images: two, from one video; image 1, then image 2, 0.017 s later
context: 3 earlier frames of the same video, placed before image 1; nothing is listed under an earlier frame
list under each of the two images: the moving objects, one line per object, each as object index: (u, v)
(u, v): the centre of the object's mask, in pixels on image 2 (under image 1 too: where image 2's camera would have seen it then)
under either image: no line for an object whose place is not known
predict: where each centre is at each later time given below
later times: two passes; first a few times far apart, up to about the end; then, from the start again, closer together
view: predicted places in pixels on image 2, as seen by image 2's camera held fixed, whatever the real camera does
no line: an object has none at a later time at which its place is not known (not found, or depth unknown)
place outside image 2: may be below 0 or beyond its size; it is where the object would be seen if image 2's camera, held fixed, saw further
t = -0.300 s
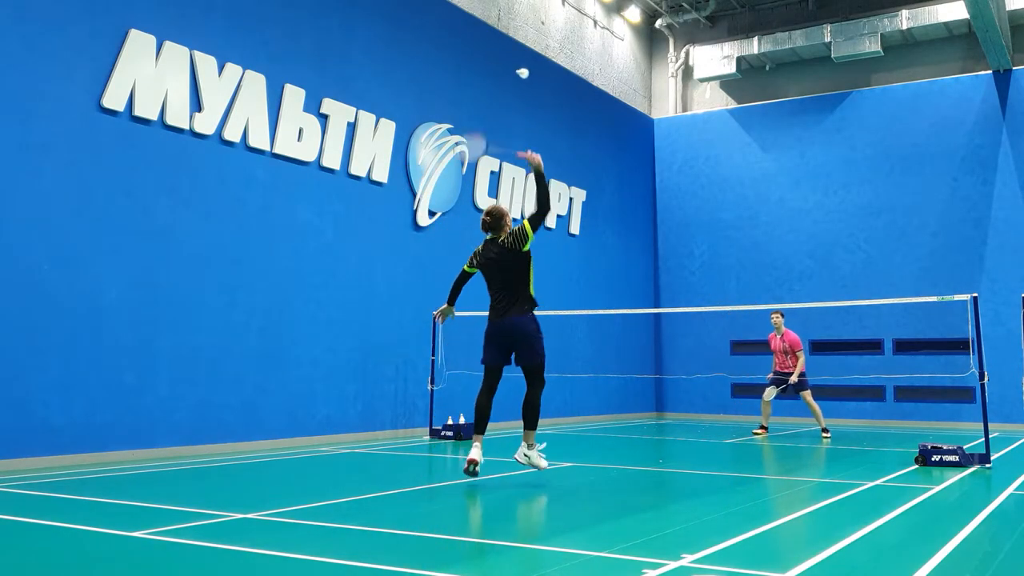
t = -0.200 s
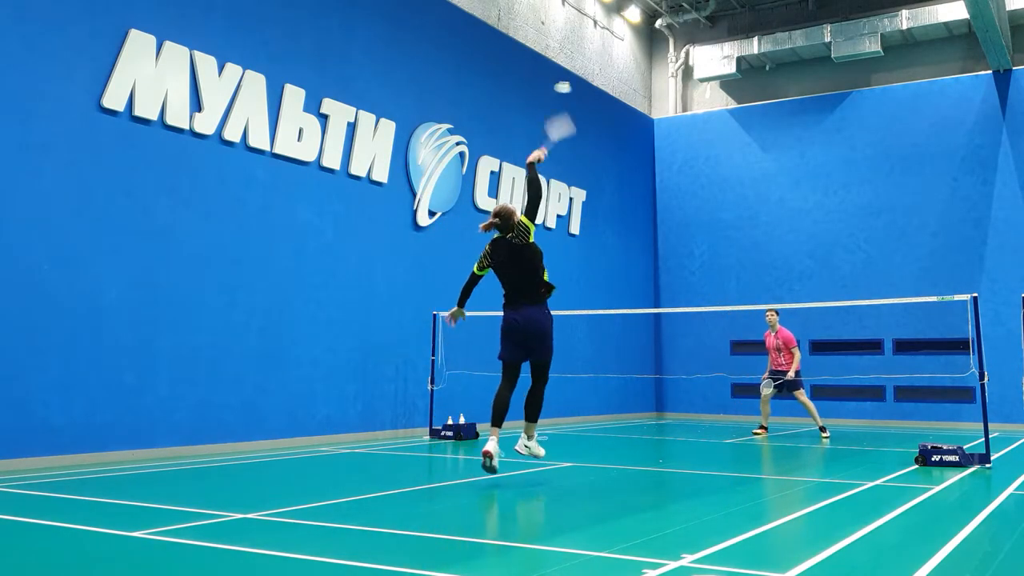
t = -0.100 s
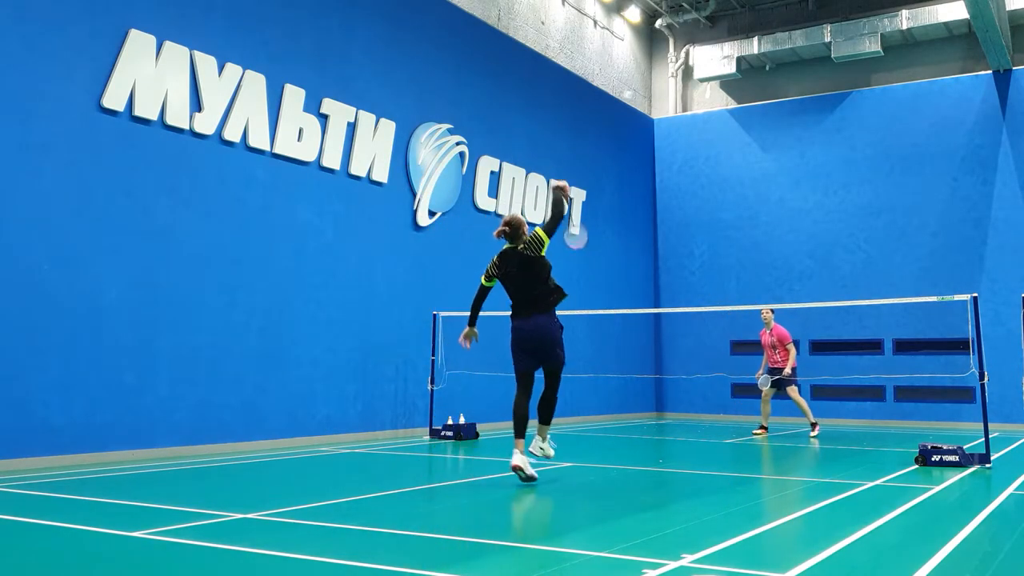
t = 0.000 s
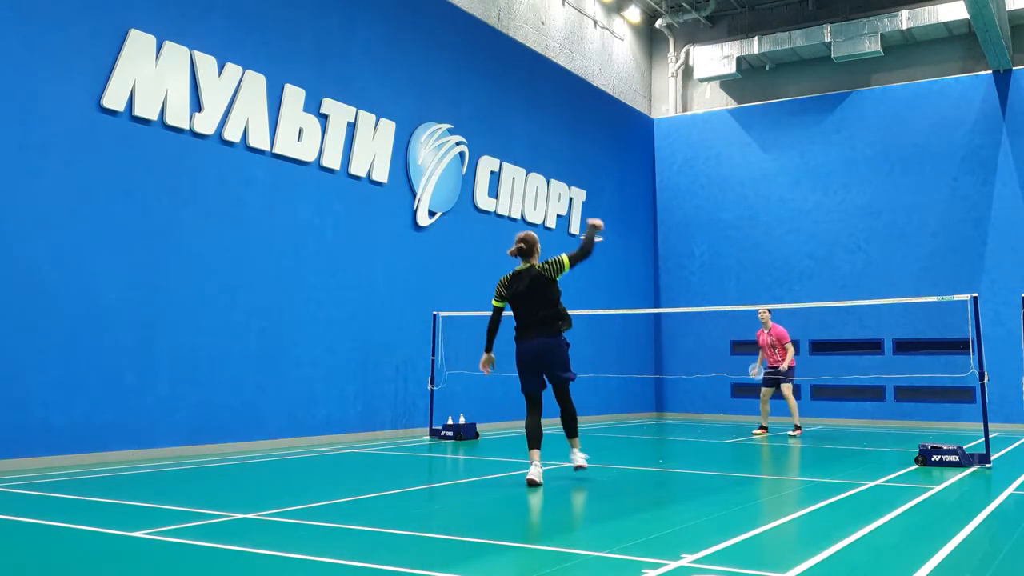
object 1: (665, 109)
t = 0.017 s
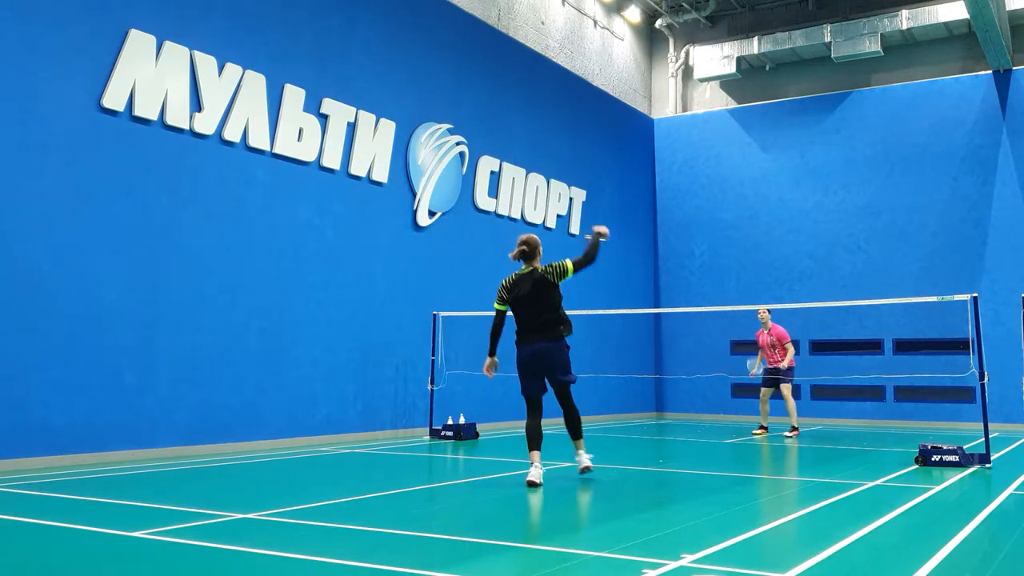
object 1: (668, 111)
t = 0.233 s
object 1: (712, 151)
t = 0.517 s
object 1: (744, 222)
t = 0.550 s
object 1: (747, 231)
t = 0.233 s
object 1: (712, 151)
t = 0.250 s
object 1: (715, 155)
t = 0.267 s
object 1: (717, 158)
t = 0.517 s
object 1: (744, 222)
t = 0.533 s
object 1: (746, 227)
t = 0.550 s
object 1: (747, 231)
